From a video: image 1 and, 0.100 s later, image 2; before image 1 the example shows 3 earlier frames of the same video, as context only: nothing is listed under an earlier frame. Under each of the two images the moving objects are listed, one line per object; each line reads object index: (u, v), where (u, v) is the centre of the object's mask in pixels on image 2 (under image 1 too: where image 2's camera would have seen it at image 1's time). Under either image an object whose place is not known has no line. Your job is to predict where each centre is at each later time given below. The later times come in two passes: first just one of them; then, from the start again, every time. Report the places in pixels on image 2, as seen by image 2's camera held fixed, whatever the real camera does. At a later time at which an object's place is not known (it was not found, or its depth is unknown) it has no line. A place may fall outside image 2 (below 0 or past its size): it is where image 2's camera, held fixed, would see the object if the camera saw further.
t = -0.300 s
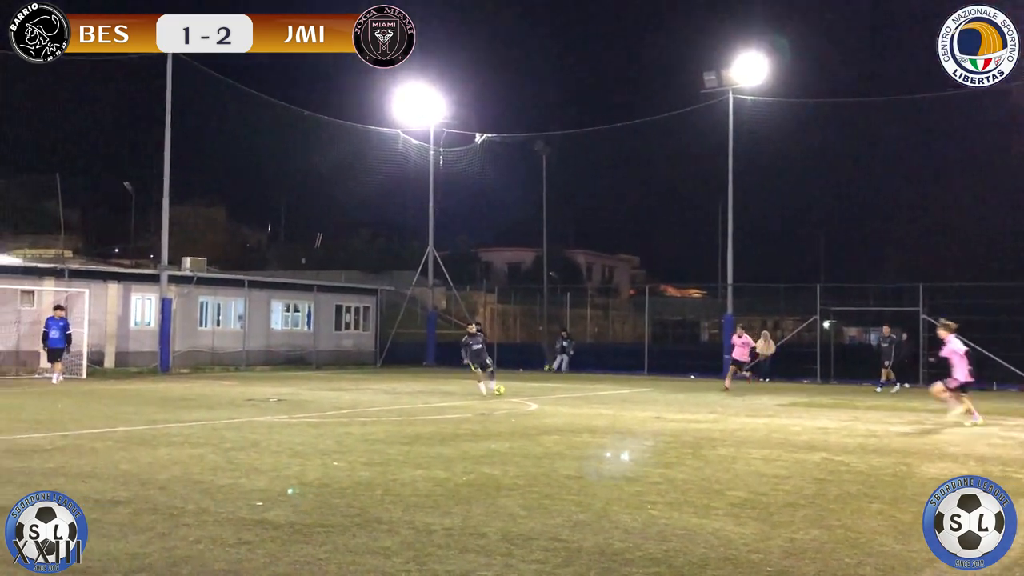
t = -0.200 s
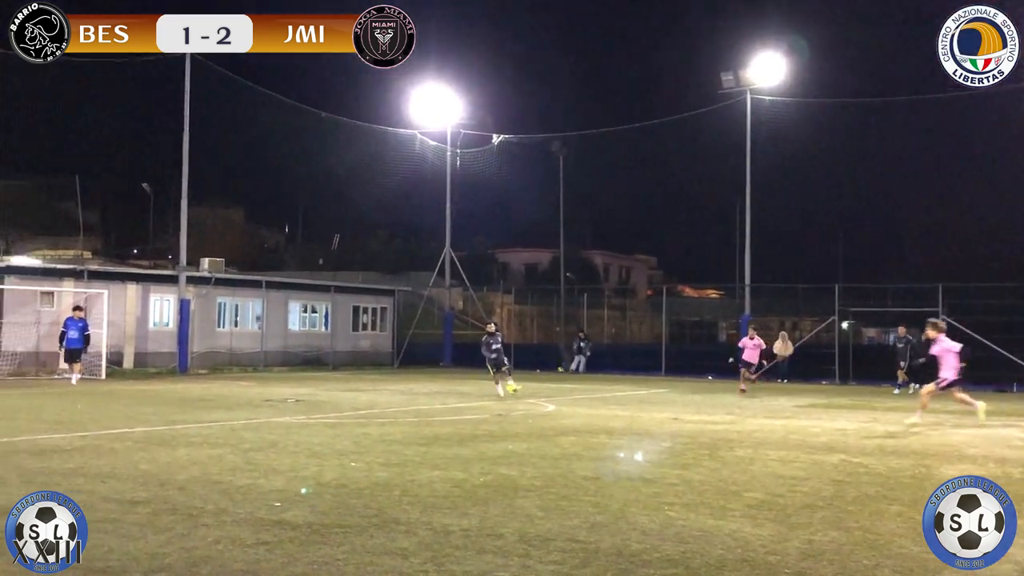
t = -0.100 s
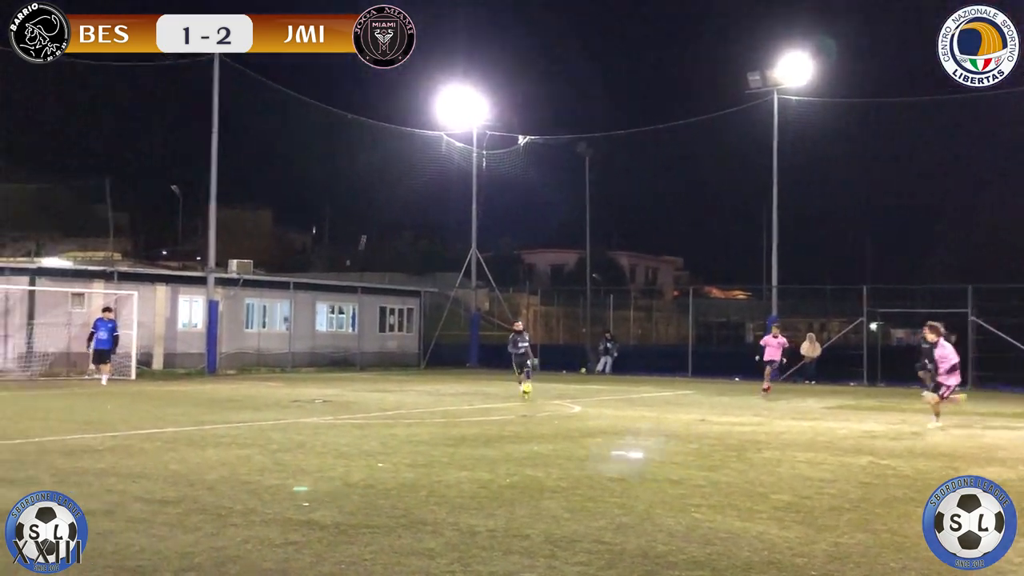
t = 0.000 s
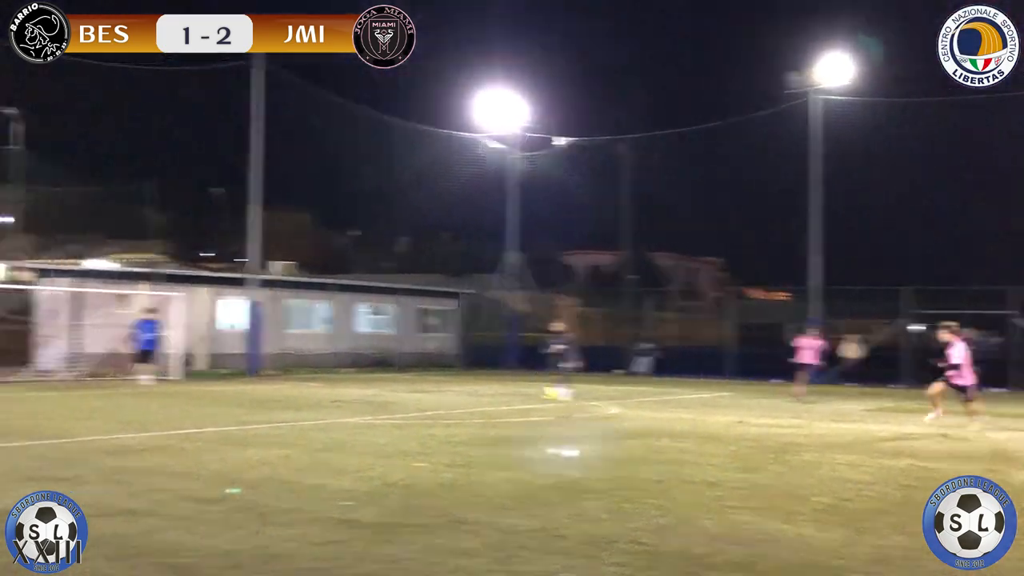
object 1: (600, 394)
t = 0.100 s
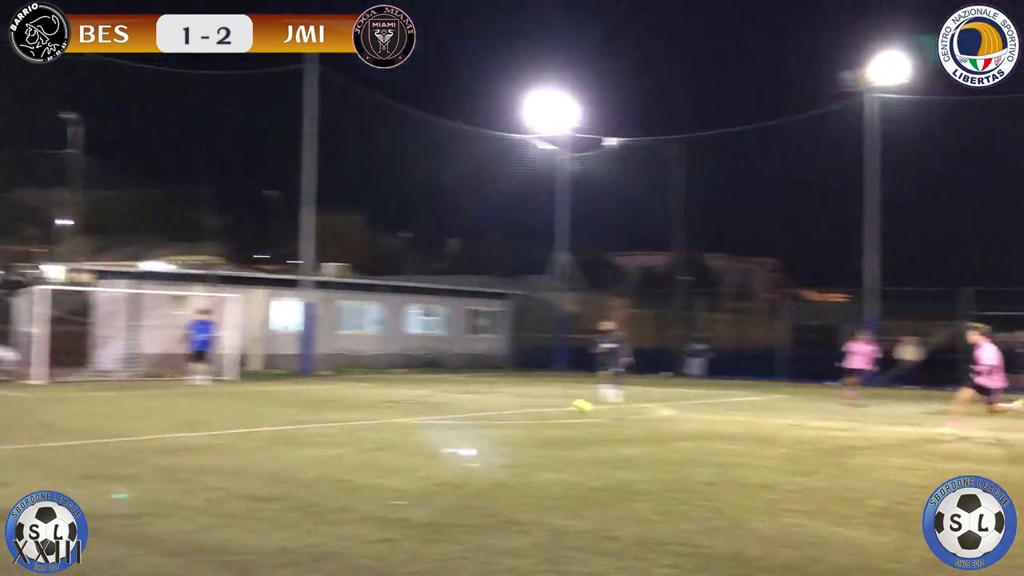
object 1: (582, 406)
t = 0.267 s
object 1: (542, 420)
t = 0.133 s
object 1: (573, 411)
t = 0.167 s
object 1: (566, 413)
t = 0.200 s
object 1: (560, 414)
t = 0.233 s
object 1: (551, 416)
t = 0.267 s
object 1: (542, 420)
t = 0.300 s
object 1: (533, 423)
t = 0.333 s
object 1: (525, 425)
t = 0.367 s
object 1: (515, 427)
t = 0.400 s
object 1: (504, 430)
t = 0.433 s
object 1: (493, 434)
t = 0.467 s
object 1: (482, 436)
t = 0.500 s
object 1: (469, 438)
